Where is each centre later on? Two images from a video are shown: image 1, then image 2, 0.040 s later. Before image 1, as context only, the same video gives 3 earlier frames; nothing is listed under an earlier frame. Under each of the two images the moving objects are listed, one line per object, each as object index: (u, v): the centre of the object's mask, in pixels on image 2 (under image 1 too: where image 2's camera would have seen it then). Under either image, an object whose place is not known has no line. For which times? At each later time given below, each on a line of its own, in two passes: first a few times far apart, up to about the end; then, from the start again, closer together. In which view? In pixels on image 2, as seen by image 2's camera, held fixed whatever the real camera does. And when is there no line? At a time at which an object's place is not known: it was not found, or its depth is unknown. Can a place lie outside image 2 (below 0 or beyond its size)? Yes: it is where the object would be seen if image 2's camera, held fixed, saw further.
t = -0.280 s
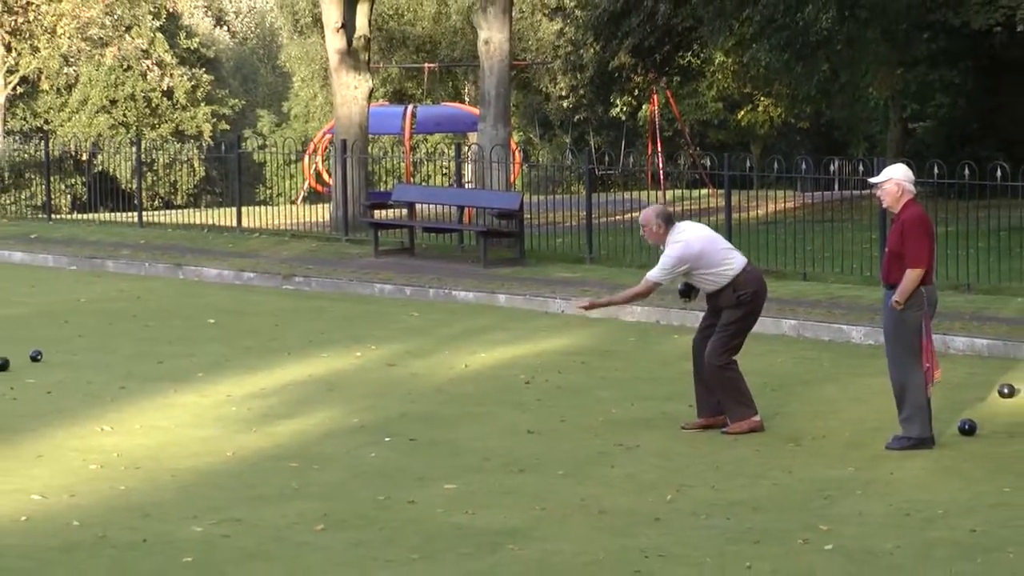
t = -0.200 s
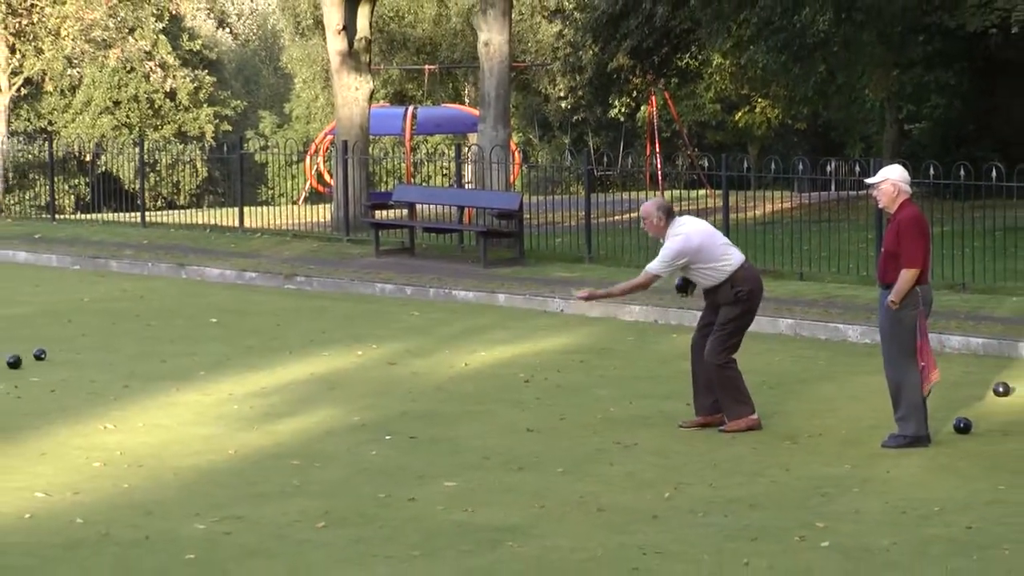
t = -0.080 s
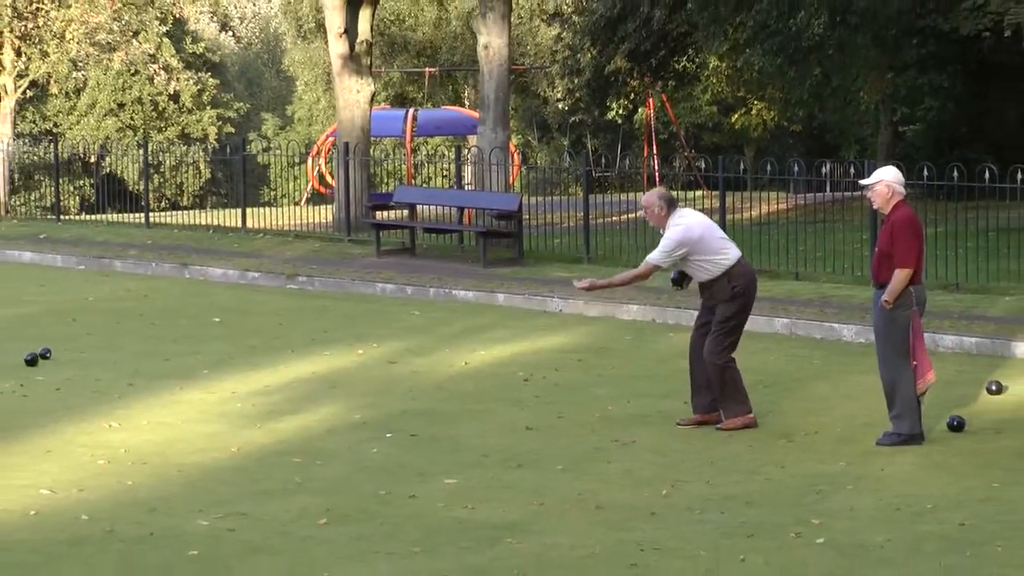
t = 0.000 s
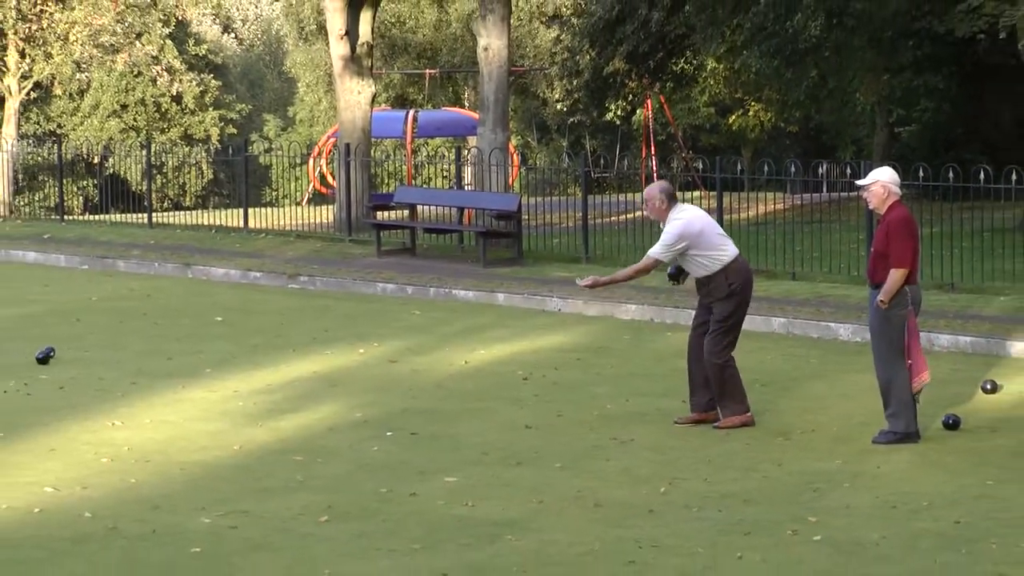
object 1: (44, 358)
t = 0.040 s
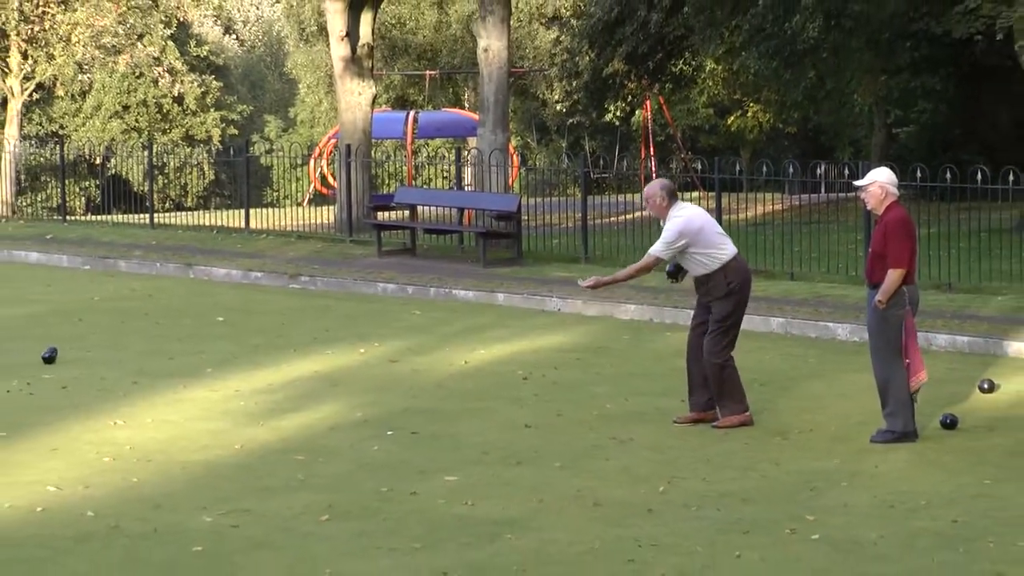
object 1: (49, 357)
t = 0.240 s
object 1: (67, 354)
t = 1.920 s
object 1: (177, 343)
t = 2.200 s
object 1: (188, 342)
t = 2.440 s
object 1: (196, 342)
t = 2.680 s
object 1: (202, 341)
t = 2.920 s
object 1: (207, 341)
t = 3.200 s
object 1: (211, 341)
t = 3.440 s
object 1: (212, 341)
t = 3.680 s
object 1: (213, 341)
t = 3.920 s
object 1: (213, 341)
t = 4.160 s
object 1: (213, 341)
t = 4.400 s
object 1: (213, 341)
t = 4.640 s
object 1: (213, 341)
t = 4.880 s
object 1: (213, 341)
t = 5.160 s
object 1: (214, 341)
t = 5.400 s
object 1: (215, 341)
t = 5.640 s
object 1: (220, 342)
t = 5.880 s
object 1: (221, 342)
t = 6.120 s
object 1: (219, 342)
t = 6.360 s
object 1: (219, 342)
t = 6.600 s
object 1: (219, 342)
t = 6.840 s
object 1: (220, 342)
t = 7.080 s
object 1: (219, 342)
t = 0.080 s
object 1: (52, 356)
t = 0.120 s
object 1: (56, 355)
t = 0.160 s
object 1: (60, 355)
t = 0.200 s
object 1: (64, 354)
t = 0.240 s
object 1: (67, 354)
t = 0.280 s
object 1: (71, 354)
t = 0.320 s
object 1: (74, 353)
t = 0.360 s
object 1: (78, 353)
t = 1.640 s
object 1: (163, 344)
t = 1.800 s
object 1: (170, 344)
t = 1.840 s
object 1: (172, 343)
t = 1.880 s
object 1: (175, 343)
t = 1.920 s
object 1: (177, 343)
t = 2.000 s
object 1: (180, 343)
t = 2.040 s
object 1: (182, 343)
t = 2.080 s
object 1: (183, 343)
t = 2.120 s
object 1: (185, 343)
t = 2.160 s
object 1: (187, 343)
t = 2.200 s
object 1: (188, 342)
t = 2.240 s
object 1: (190, 342)
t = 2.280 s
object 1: (191, 342)
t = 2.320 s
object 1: (193, 342)
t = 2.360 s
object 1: (194, 342)
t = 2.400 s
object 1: (195, 342)
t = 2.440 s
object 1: (196, 342)
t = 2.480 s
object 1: (197, 341)
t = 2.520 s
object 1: (199, 341)
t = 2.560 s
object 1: (199, 341)
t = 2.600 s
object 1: (200, 341)
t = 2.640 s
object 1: (201, 341)
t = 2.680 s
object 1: (202, 341)
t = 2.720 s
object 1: (203, 341)
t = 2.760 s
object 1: (204, 341)
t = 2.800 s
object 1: (205, 341)
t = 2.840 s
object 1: (205, 341)
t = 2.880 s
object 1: (206, 341)
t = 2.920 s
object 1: (207, 341)
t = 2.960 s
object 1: (207, 340)
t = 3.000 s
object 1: (208, 341)
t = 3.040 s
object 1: (209, 341)
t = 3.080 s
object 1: (209, 341)
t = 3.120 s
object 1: (209, 341)
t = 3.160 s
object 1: (210, 341)
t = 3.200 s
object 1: (211, 341)
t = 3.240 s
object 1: (211, 341)
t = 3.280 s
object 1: (211, 341)
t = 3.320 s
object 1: (212, 341)
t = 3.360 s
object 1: (212, 341)
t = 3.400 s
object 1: (212, 341)
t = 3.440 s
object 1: (212, 341)
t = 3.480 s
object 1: (212, 340)
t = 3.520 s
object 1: (213, 340)
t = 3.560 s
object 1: (213, 340)
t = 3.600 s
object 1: (213, 340)
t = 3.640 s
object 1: (213, 341)
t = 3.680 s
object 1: (213, 341)
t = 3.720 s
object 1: (212, 340)
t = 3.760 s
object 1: (213, 341)
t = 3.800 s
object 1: (213, 341)
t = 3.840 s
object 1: (213, 341)
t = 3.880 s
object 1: (213, 341)
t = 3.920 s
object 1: (213, 341)
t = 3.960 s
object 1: (213, 341)
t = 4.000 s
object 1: (213, 341)
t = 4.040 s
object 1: (213, 341)
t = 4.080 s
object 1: (213, 341)
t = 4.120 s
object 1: (213, 341)
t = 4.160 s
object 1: (213, 341)
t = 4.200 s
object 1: (213, 341)
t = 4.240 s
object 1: (213, 341)
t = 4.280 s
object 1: (213, 341)
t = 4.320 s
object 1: (213, 341)
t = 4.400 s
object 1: (213, 341)
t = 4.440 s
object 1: (213, 341)
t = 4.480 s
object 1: (213, 341)
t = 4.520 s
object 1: (213, 341)
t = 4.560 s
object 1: (213, 341)
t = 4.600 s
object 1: (213, 341)
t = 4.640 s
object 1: (213, 341)
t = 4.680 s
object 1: (213, 341)
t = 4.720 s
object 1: (213, 341)
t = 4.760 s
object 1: (213, 341)
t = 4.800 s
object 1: (213, 341)
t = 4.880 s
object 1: (213, 341)
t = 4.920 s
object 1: (213, 341)
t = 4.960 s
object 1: (213, 341)
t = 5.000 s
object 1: (213, 341)
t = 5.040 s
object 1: (214, 341)
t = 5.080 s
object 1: (214, 341)
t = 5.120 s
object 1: (214, 341)
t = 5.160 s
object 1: (214, 341)
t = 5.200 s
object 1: (214, 341)
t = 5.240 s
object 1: (214, 341)
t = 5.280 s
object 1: (215, 341)
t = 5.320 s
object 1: (215, 341)
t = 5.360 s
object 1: (215, 341)
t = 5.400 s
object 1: (215, 341)
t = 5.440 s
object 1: (216, 341)
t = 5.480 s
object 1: (216, 341)
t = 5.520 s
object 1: (217, 342)
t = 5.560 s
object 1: (218, 342)
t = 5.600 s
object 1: (219, 342)
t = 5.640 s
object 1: (220, 342)
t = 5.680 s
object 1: (220, 342)
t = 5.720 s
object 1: (221, 342)
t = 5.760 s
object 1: (221, 342)
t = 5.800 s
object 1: (221, 342)
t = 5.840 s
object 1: (221, 342)
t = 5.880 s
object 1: (221, 342)
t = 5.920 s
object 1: (221, 342)
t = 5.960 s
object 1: (220, 342)
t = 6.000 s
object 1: (220, 342)
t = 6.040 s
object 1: (219, 342)
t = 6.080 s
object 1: (219, 342)
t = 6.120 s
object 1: (219, 342)
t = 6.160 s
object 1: (219, 342)
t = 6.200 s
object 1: (219, 342)
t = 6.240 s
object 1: (219, 342)
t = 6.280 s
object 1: (219, 342)
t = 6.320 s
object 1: (219, 342)
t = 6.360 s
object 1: (219, 342)
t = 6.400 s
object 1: (219, 342)
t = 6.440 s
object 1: (219, 342)
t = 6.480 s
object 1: (219, 342)
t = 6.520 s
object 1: (219, 342)
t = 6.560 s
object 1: (219, 342)
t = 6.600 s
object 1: (219, 342)
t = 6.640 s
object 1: (219, 342)
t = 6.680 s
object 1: (219, 342)
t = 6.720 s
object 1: (220, 342)
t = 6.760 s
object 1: (220, 342)
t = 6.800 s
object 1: (219, 342)
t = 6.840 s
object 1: (220, 342)
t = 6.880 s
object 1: (219, 342)
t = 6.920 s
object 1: (219, 342)
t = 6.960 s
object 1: (219, 342)
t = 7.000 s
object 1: (220, 342)
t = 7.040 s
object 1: (220, 342)
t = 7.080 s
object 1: (219, 342)
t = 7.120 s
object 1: (220, 342)
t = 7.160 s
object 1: (220, 342)
